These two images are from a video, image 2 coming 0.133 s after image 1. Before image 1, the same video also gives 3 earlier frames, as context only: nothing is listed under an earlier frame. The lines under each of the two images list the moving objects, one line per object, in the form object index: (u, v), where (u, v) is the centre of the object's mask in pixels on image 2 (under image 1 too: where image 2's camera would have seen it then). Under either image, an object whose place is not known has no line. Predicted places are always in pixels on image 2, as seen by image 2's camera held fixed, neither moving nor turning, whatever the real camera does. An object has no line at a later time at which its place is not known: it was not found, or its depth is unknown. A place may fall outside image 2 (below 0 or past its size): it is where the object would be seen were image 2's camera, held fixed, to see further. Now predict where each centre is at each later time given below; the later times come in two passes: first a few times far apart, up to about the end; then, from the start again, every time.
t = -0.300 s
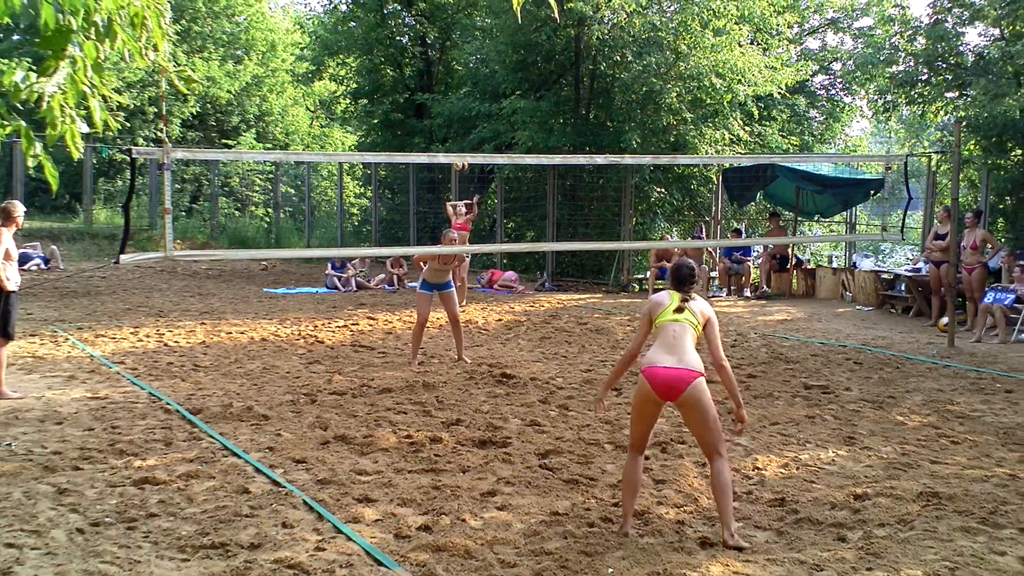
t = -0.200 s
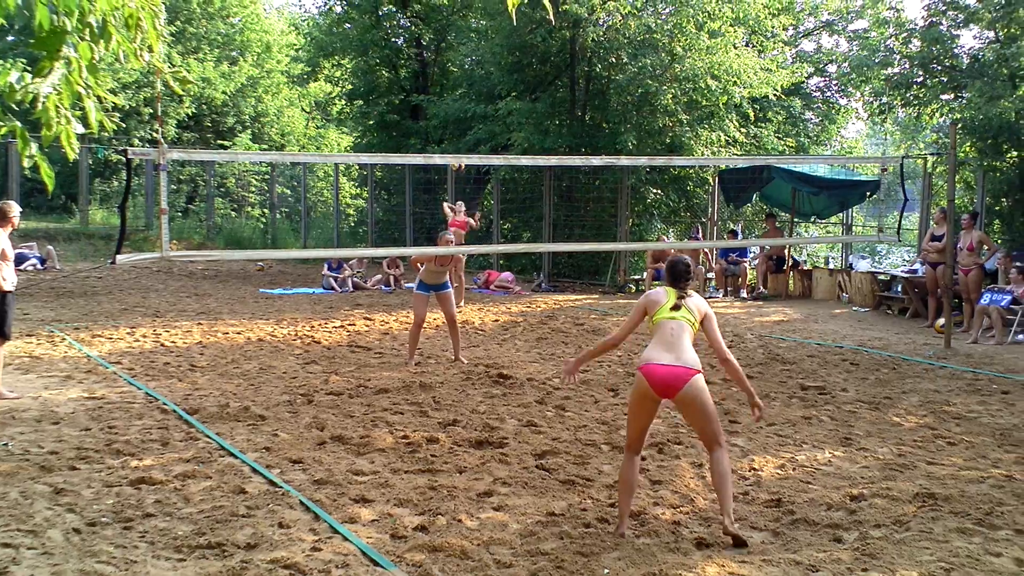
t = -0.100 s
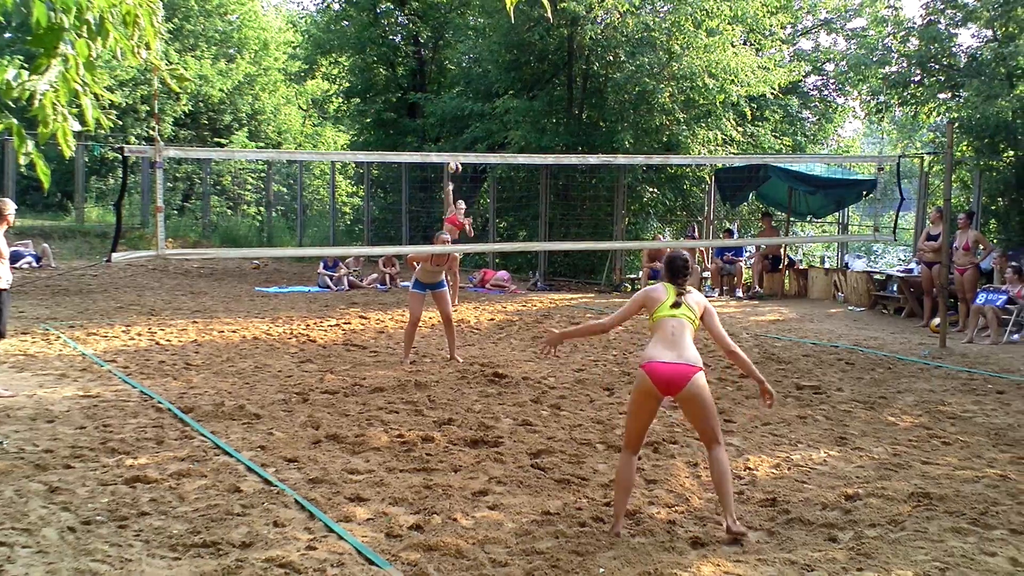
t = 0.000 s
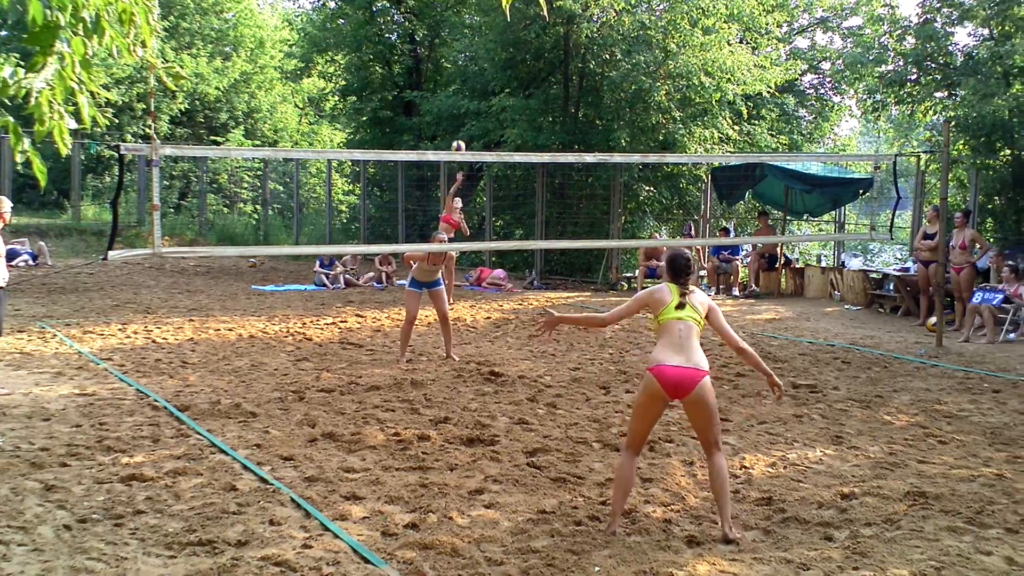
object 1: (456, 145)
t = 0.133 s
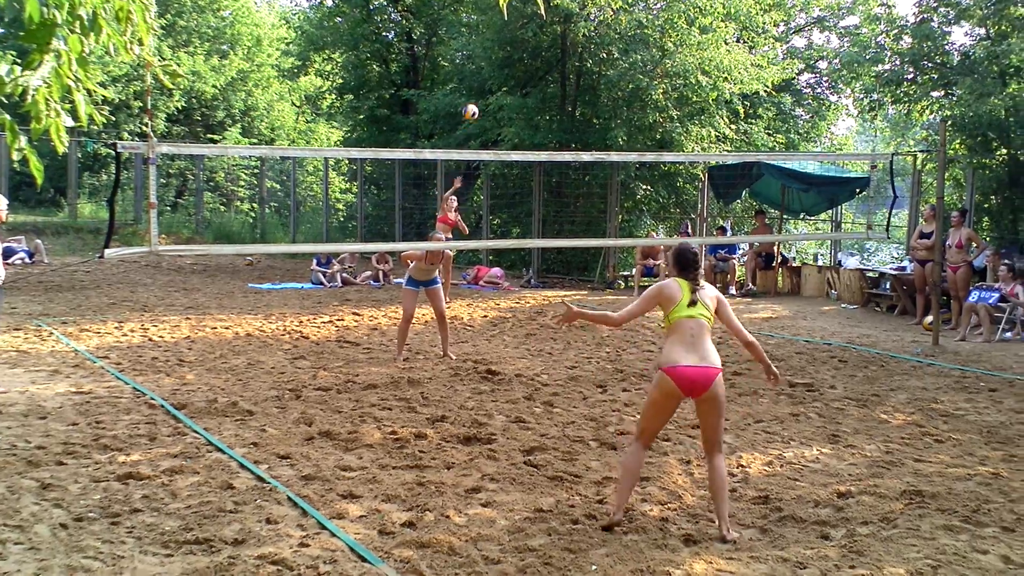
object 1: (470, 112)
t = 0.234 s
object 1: (484, 92)
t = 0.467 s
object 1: (525, 65)
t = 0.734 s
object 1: (576, 92)
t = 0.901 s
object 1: (618, 159)
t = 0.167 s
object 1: (476, 105)
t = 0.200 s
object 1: (479, 98)
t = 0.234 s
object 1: (484, 92)
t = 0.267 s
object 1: (490, 86)
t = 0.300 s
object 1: (495, 81)
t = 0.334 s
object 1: (501, 77)
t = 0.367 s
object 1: (507, 73)
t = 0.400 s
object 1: (513, 70)
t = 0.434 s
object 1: (519, 67)
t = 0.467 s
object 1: (525, 65)
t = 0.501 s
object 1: (532, 65)
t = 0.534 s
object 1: (537, 65)
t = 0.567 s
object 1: (543, 66)
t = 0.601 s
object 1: (549, 68)
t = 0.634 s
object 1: (555, 72)
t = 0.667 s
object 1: (562, 78)
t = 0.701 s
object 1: (569, 85)
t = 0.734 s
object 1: (576, 92)
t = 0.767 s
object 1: (583, 101)
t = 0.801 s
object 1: (592, 113)
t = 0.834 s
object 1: (600, 126)
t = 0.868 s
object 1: (608, 141)
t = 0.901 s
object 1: (618, 159)
